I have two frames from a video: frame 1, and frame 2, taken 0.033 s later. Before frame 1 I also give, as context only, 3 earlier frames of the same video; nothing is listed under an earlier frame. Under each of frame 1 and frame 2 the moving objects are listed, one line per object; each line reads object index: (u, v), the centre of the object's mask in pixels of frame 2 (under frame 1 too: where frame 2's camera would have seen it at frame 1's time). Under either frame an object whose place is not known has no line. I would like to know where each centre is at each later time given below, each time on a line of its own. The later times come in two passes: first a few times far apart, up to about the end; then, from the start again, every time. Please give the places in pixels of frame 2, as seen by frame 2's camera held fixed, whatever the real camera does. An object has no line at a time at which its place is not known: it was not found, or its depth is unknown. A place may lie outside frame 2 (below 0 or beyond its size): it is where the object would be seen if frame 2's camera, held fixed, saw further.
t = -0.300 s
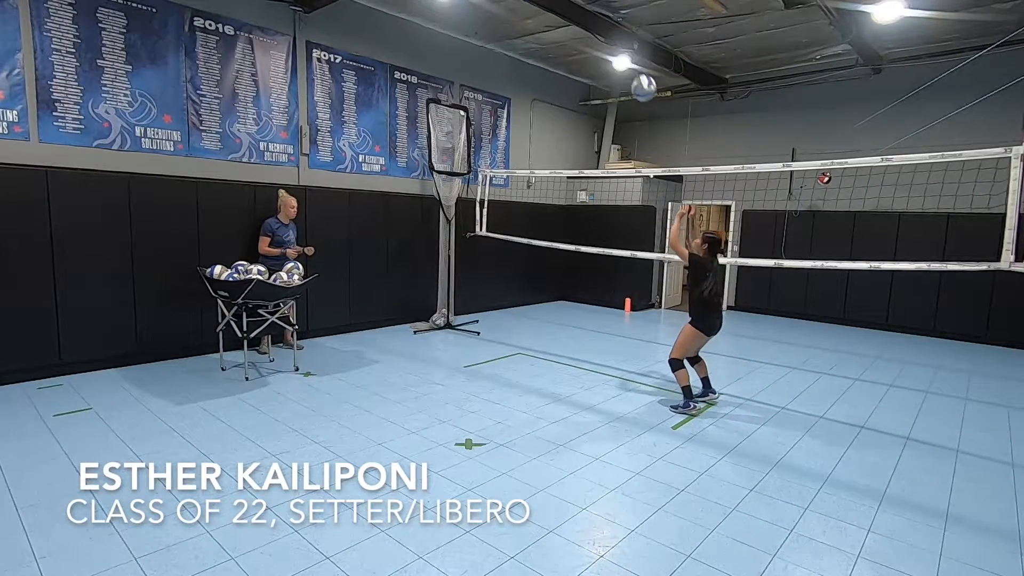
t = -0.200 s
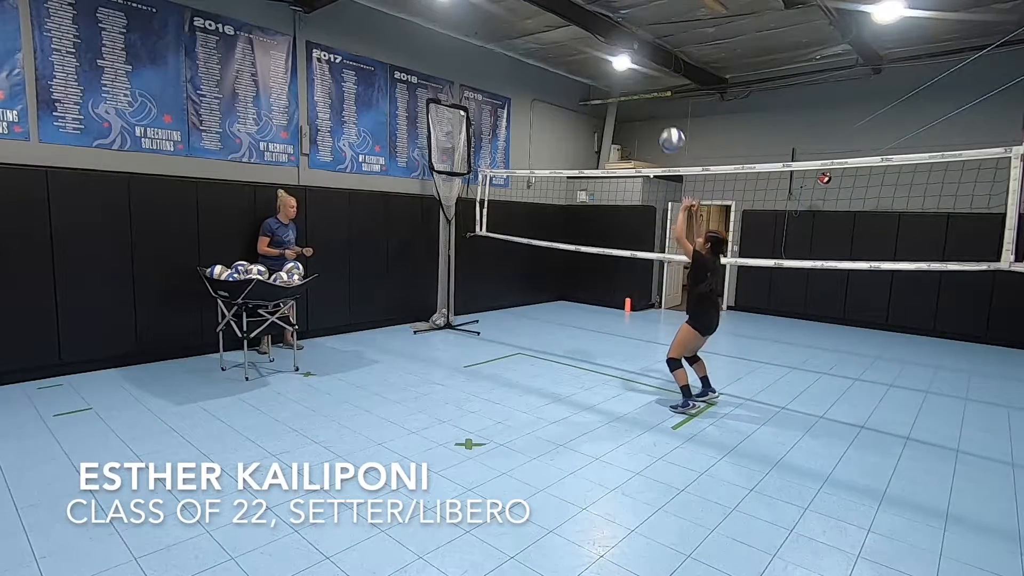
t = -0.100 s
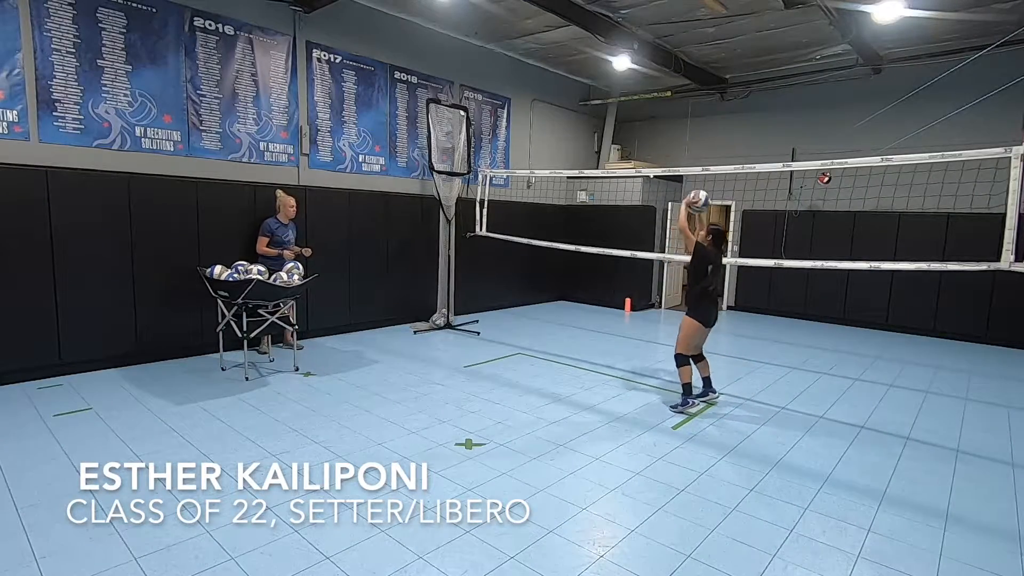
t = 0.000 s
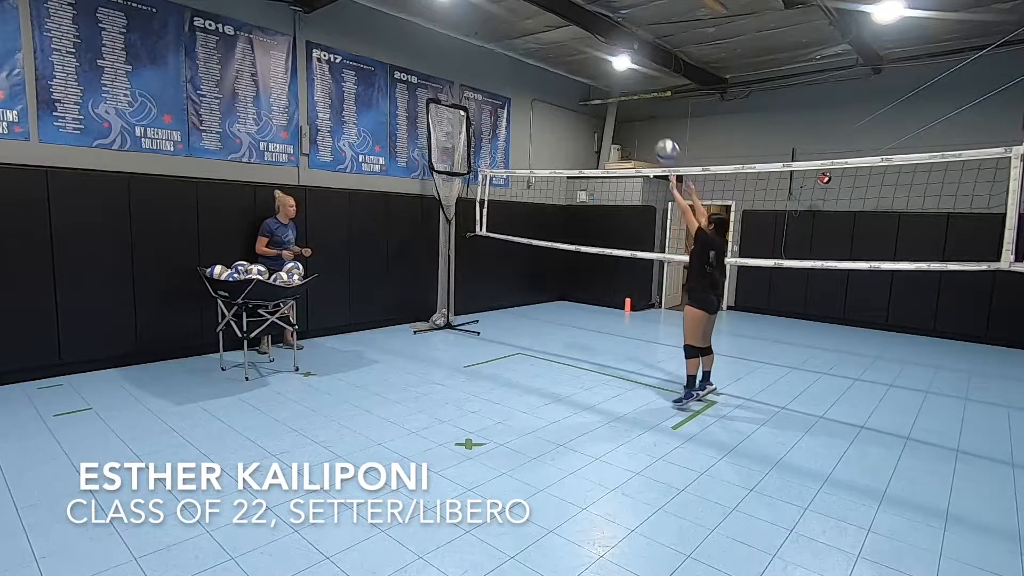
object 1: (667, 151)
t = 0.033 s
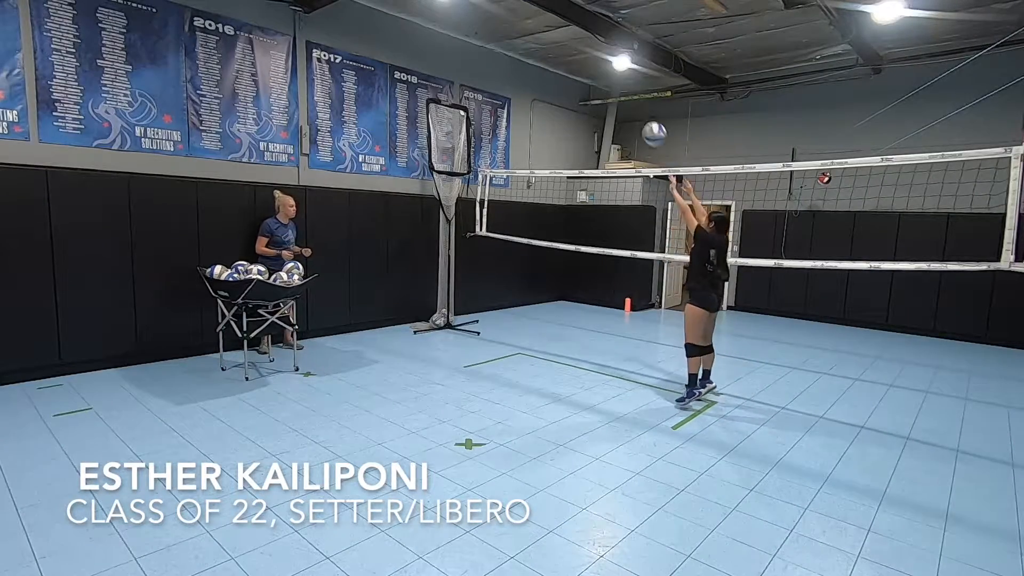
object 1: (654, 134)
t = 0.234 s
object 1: (587, 66)
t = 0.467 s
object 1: (524, 47)
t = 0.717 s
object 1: (472, 78)
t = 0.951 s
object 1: (439, 135)
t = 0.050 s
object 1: (648, 126)
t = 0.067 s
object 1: (642, 119)
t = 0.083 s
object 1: (636, 112)
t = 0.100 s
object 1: (630, 105)
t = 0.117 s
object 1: (625, 99)
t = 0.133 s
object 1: (619, 93)
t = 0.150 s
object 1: (614, 88)
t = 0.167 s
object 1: (608, 83)
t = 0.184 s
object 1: (603, 79)
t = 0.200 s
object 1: (597, 74)
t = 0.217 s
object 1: (592, 70)
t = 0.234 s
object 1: (587, 66)
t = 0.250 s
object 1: (582, 63)
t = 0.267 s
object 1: (578, 60)
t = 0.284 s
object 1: (573, 57)
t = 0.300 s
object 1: (568, 55)
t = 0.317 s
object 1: (563, 53)
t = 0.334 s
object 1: (558, 51)
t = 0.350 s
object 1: (554, 49)
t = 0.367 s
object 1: (549, 49)
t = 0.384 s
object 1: (545, 48)
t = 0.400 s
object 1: (541, 47)
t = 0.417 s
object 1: (536, 47)
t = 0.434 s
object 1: (533, 47)
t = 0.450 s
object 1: (528, 47)
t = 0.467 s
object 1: (524, 47)
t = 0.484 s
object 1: (520, 47)
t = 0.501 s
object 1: (516, 48)
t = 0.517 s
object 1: (513, 49)
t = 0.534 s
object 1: (509, 51)
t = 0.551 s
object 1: (504, 52)
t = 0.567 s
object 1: (501, 53)
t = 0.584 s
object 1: (498, 55)
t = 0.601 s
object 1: (494, 57)
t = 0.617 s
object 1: (491, 60)
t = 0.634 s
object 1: (488, 62)
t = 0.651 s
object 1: (485, 65)
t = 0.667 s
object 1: (481, 68)
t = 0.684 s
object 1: (478, 71)
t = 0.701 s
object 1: (475, 75)
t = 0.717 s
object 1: (472, 78)
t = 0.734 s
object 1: (469, 82)
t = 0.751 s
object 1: (466, 86)
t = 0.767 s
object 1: (463, 89)
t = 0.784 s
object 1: (460, 93)
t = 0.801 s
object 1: (457, 98)
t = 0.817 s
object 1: (454, 102)
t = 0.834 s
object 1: (451, 106)
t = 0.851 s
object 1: (448, 111)
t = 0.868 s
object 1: (445, 115)
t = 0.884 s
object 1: (443, 119)
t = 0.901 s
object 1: (442, 124)
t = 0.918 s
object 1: (442, 128)
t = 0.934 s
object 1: (441, 131)
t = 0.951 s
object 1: (439, 135)
